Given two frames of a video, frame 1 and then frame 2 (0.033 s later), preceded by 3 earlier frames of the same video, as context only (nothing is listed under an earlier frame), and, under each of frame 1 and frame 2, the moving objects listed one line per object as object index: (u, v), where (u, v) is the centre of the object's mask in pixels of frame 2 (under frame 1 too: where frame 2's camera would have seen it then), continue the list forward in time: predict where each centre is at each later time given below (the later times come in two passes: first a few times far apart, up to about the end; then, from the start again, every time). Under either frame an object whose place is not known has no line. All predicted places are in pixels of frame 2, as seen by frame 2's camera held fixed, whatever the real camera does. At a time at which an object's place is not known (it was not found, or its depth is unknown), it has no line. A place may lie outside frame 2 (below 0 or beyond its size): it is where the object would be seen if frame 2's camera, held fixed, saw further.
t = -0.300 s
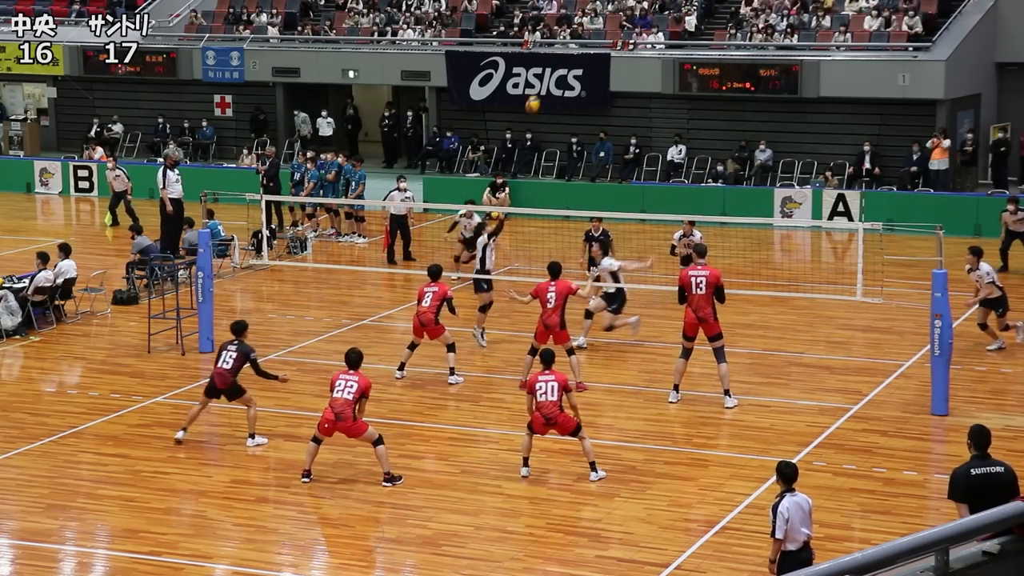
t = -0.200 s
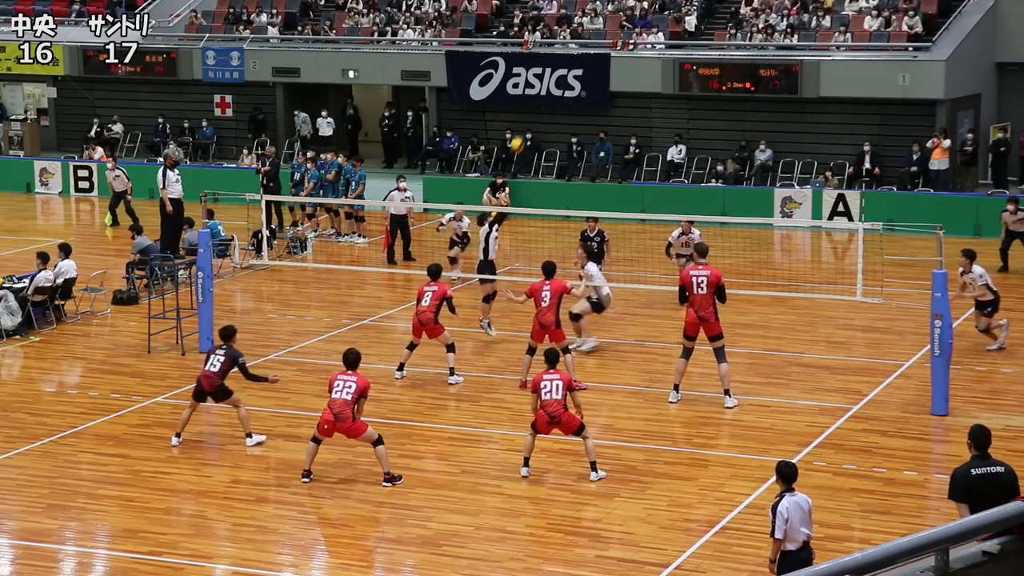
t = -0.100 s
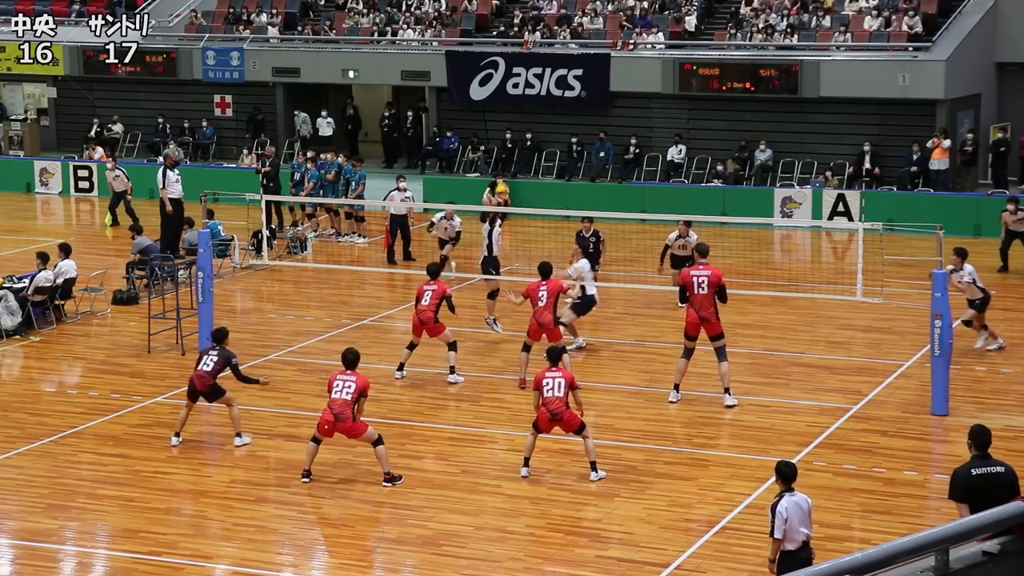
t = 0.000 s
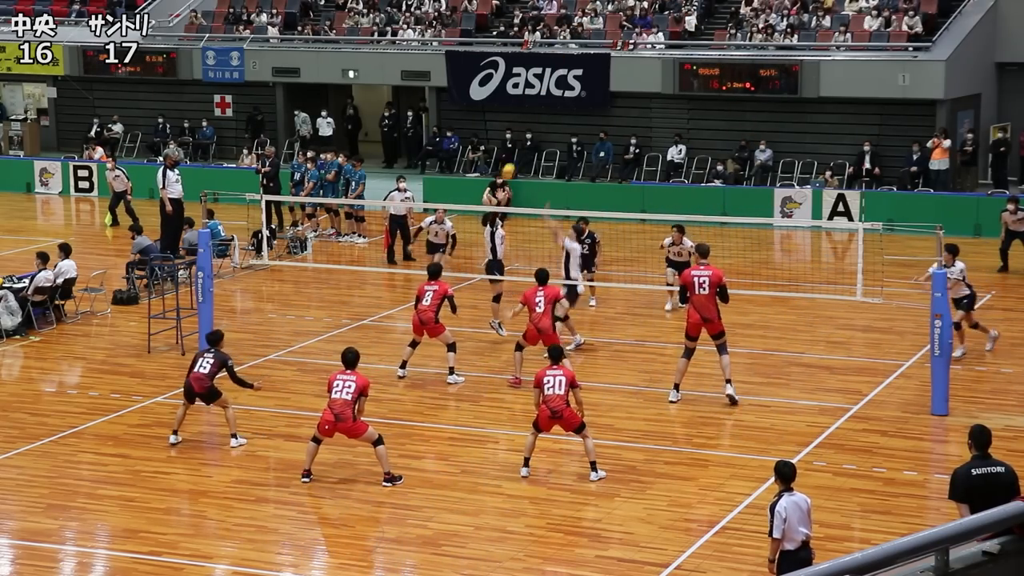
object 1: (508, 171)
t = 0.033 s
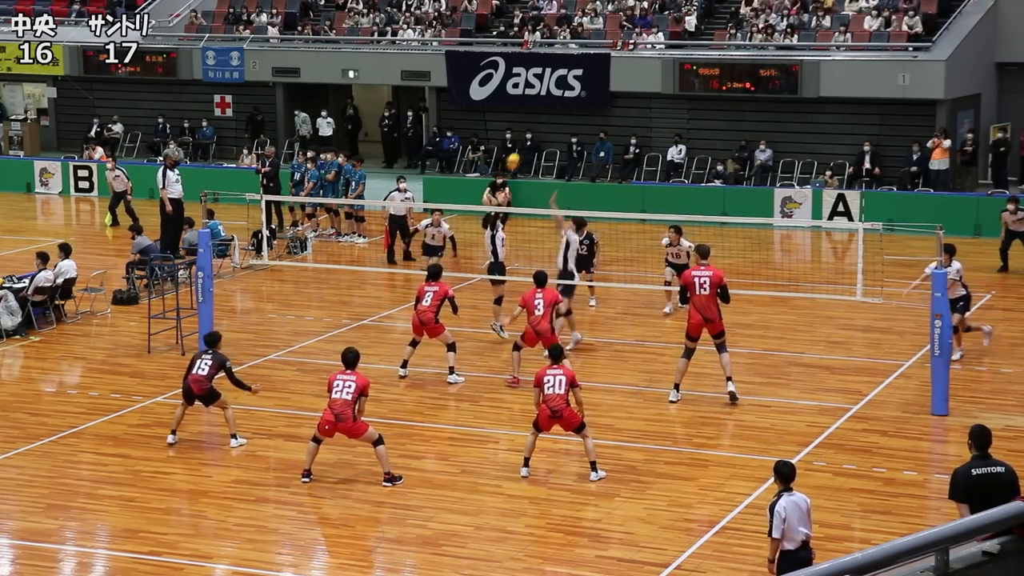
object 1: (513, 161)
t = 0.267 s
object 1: (545, 109)
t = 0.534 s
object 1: (582, 92)
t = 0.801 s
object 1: (618, 122)
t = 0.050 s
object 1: (515, 156)
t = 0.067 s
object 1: (518, 151)
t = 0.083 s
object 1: (520, 146)
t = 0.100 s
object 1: (522, 142)
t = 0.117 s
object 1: (525, 138)
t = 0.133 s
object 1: (527, 133)
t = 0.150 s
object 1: (529, 130)
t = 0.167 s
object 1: (532, 126)
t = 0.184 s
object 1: (534, 123)
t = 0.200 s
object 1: (536, 120)
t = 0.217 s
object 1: (538, 117)
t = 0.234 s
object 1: (541, 114)
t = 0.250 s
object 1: (543, 111)
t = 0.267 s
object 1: (545, 109)
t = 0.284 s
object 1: (547, 106)
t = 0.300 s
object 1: (550, 104)
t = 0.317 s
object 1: (552, 103)
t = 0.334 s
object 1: (554, 100)
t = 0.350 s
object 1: (556, 99)
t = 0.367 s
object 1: (558, 98)
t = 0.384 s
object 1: (561, 96)
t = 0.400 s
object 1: (563, 95)
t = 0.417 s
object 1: (565, 94)
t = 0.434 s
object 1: (568, 93)
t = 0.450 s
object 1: (570, 93)
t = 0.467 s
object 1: (572, 92)
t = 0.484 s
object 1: (575, 92)
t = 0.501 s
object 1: (577, 92)
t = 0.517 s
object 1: (579, 92)
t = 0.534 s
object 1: (582, 92)
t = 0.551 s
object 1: (584, 93)
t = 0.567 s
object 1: (586, 94)
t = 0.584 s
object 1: (588, 94)
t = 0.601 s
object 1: (590, 95)
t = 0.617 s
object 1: (593, 97)
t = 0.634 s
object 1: (595, 98)
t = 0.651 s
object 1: (598, 100)
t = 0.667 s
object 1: (600, 102)
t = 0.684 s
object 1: (602, 104)
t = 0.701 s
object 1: (604, 106)
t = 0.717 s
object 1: (607, 108)
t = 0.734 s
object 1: (609, 111)
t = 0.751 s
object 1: (611, 113)
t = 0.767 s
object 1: (614, 116)
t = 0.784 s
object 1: (616, 119)
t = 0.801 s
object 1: (618, 122)
